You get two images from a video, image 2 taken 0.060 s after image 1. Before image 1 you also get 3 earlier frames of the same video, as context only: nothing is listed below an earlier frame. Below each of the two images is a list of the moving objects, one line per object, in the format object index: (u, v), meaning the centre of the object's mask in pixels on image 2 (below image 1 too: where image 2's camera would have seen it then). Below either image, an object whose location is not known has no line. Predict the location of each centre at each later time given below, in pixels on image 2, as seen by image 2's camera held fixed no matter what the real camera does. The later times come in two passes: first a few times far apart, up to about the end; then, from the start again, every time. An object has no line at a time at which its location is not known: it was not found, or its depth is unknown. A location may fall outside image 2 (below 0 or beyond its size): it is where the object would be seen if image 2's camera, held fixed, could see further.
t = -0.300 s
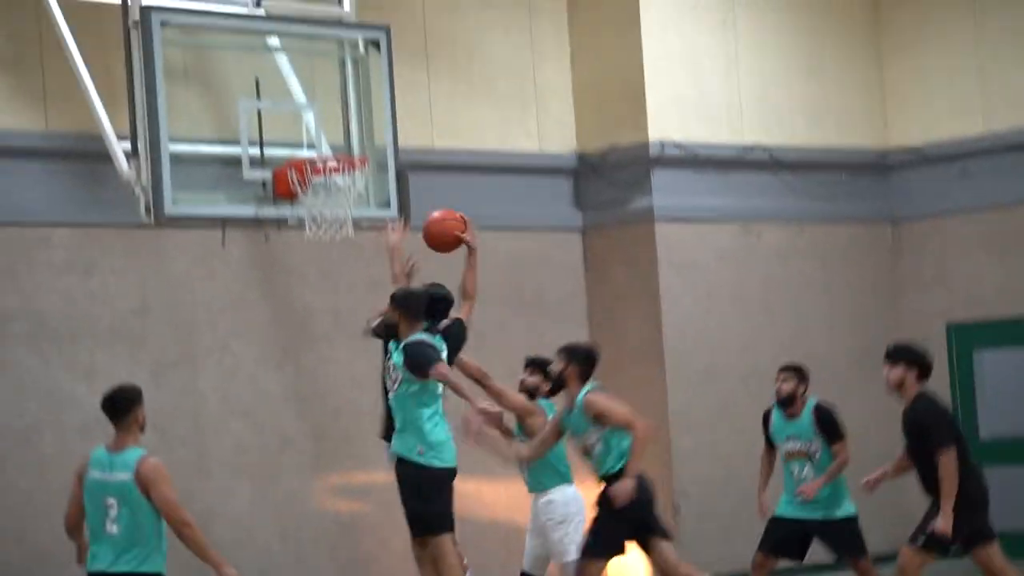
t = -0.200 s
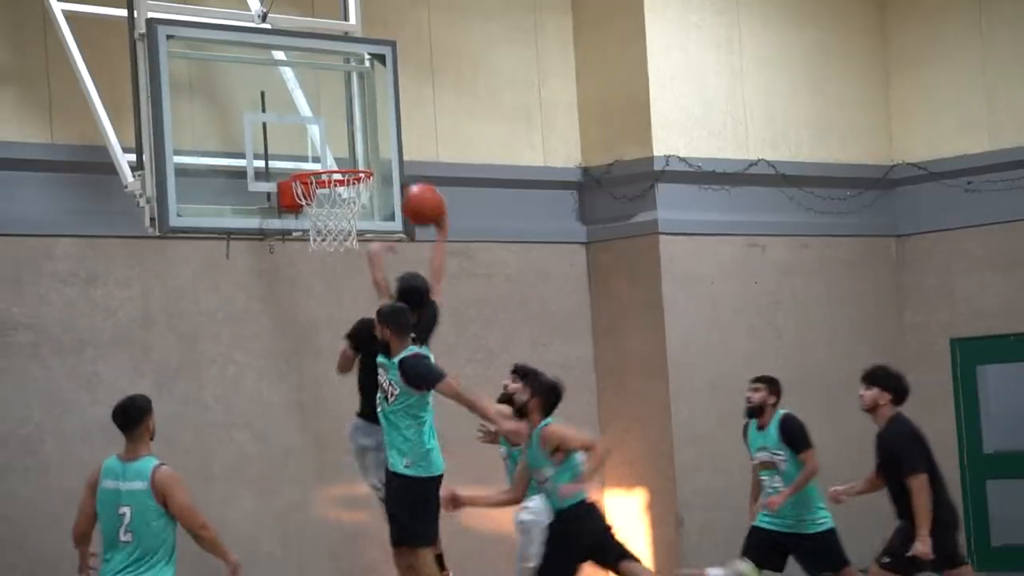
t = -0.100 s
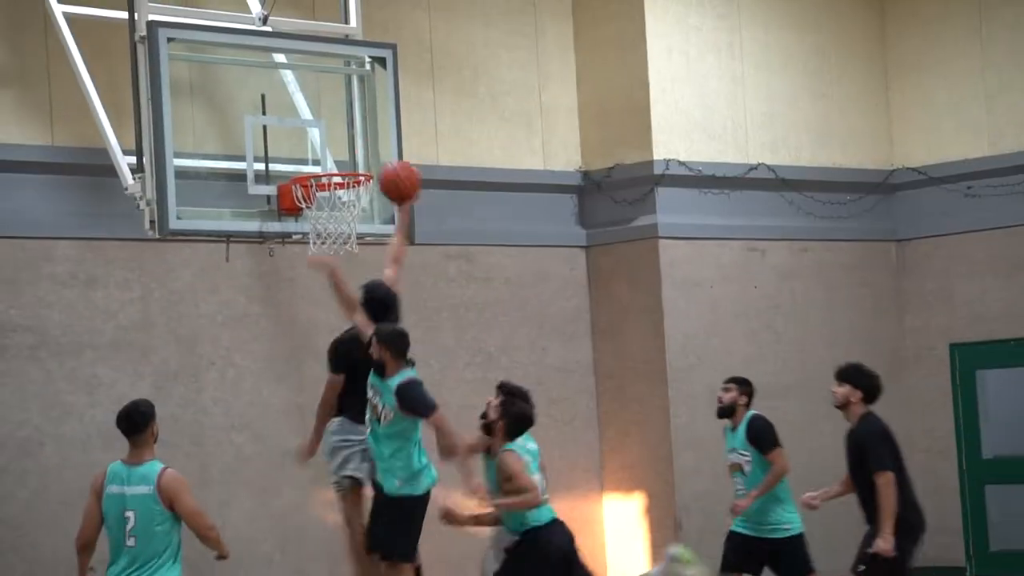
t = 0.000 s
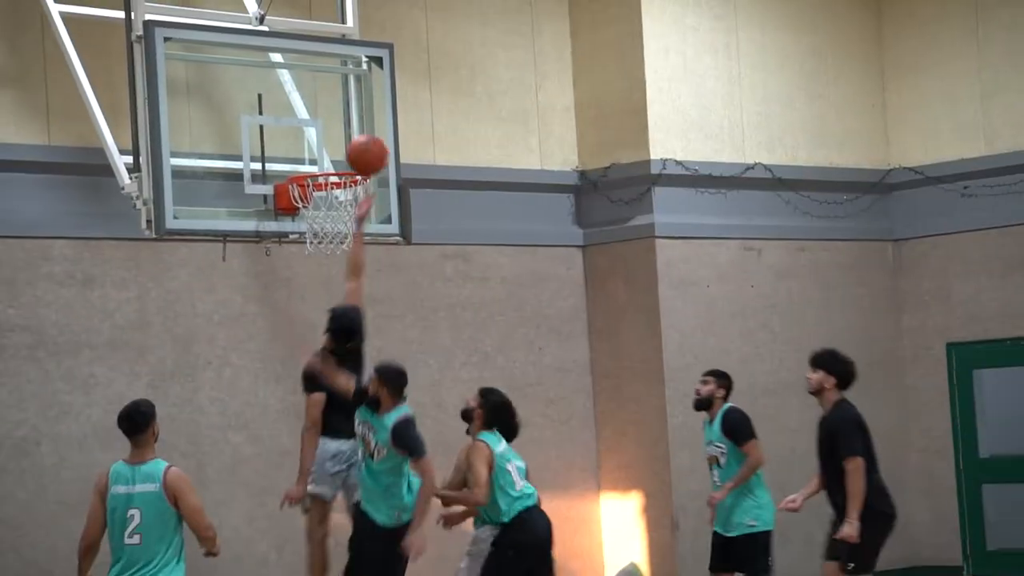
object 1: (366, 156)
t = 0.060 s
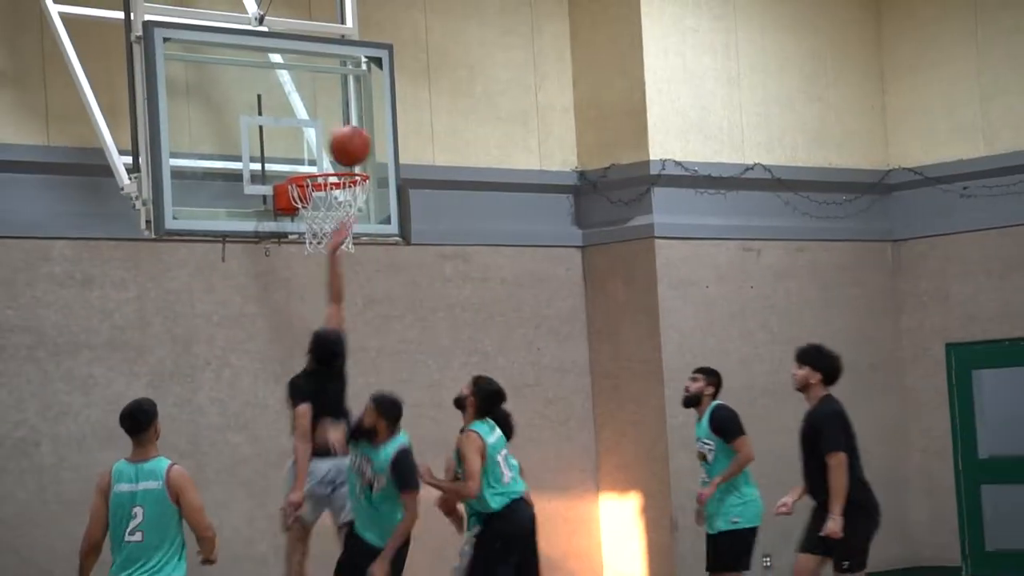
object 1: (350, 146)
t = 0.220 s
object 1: (308, 151)
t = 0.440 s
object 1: (292, 157)
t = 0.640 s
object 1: (307, 157)
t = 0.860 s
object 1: (343, 196)
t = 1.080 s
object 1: (355, 247)
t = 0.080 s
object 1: (344, 144)
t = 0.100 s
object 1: (339, 143)
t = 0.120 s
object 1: (333, 143)
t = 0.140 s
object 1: (329, 143)
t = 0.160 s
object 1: (323, 144)
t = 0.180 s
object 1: (319, 146)
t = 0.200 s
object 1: (313, 148)
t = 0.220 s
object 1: (308, 151)
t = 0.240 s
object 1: (304, 153)
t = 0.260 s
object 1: (301, 154)
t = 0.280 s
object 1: (300, 153)
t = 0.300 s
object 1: (299, 152)
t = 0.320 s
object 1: (297, 152)
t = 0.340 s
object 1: (297, 153)
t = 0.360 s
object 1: (296, 155)
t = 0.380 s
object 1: (294, 156)
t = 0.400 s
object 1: (293, 158)
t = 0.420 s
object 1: (292, 158)
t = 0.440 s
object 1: (292, 157)
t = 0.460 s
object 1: (291, 156)
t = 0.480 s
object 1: (290, 155)
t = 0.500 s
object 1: (290, 155)
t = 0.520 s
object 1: (290, 155)
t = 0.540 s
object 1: (292, 155)
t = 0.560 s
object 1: (295, 154)
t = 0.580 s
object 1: (298, 154)
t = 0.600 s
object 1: (301, 154)
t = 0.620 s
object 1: (305, 155)
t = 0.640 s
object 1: (307, 157)
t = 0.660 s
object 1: (311, 158)
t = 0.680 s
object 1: (314, 159)
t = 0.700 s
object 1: (318, 161)
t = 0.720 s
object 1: (321, 166)
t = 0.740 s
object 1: (323, 168)
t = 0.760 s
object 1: (327, 174)
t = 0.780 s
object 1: (330, 177)
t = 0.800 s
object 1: (332, 180)
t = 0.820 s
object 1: (336, 187)
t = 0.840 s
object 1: (340, 193)
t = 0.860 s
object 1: (343, 196)
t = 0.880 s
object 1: (346, 200)
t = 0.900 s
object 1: (349, 208)
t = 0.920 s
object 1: (351, 213)
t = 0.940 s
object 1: (353, 216)
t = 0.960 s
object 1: (355, 219)
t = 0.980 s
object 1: (348, 238)
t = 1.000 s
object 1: (355, 238)
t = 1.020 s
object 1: (354, 239)
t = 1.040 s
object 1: (355, 241)
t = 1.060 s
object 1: (354, 243)
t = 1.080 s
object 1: (355, 247)
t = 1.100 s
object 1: (355, 252)
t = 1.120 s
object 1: (355, 257)
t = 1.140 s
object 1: (355, 265)
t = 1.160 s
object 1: (354, 273)
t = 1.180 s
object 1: (354, 283)
